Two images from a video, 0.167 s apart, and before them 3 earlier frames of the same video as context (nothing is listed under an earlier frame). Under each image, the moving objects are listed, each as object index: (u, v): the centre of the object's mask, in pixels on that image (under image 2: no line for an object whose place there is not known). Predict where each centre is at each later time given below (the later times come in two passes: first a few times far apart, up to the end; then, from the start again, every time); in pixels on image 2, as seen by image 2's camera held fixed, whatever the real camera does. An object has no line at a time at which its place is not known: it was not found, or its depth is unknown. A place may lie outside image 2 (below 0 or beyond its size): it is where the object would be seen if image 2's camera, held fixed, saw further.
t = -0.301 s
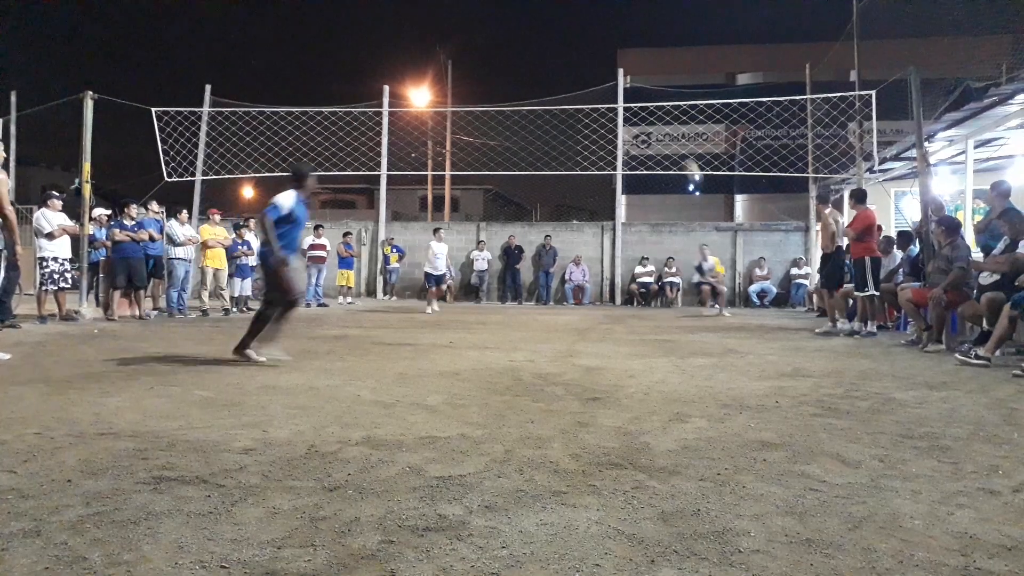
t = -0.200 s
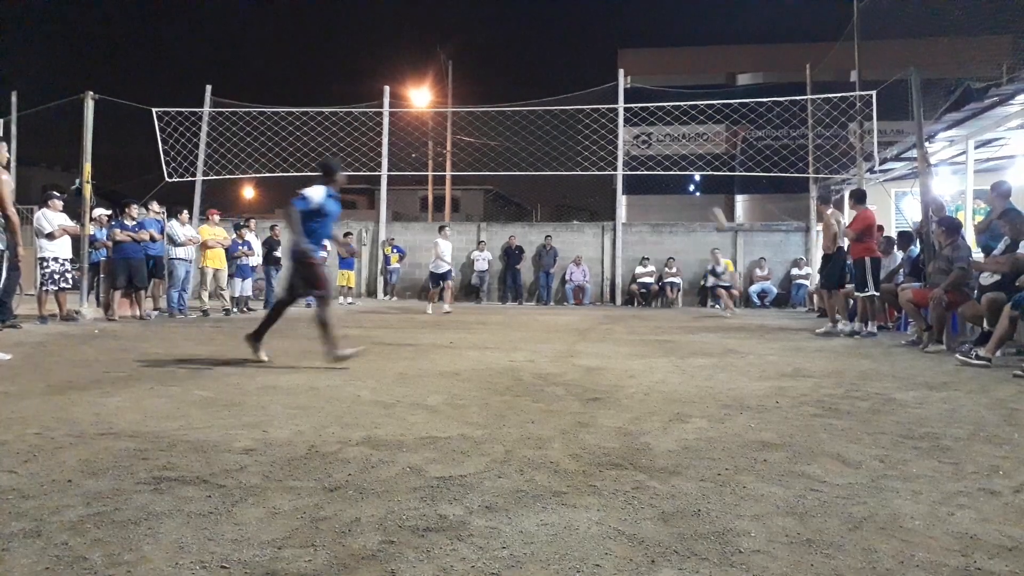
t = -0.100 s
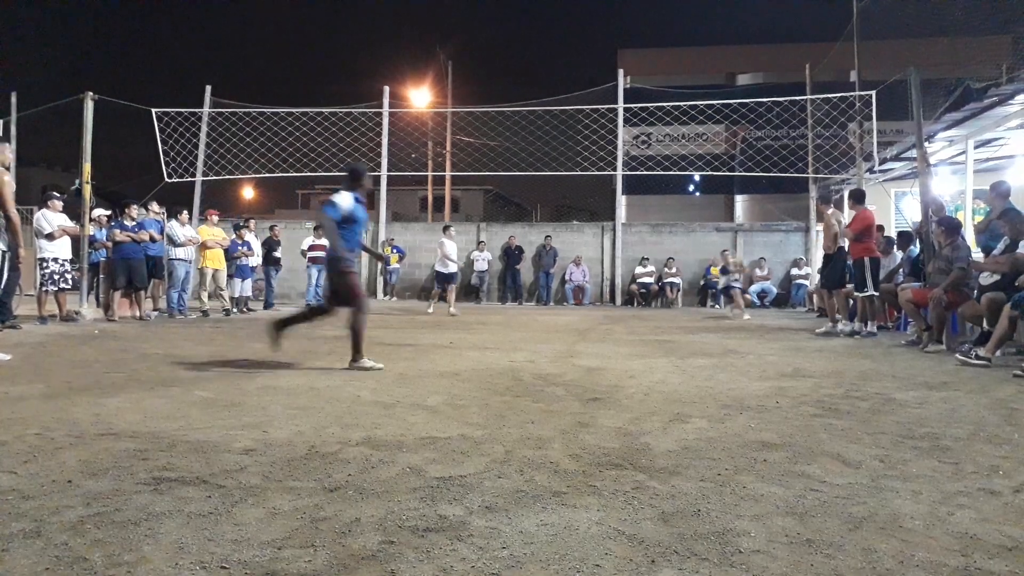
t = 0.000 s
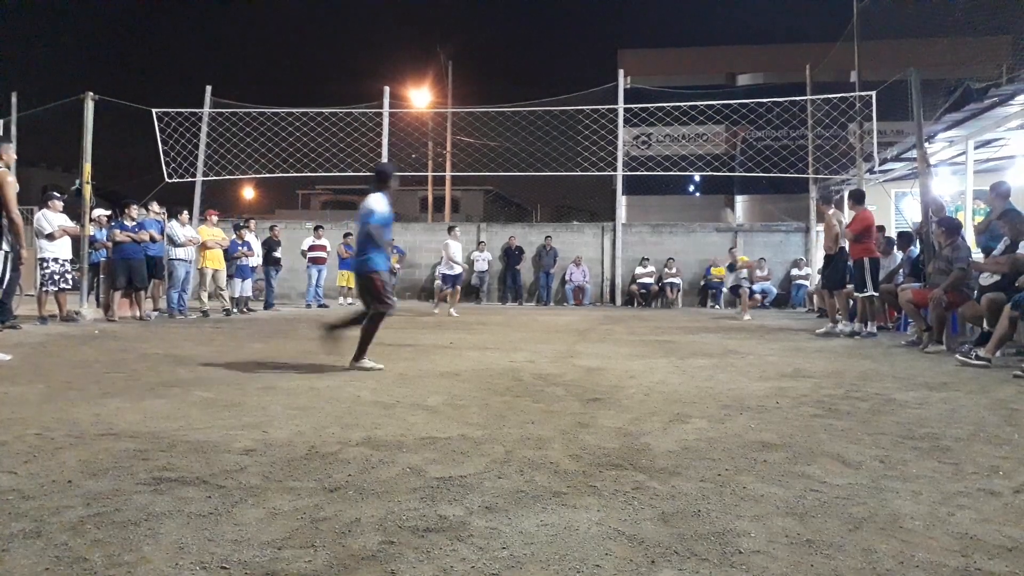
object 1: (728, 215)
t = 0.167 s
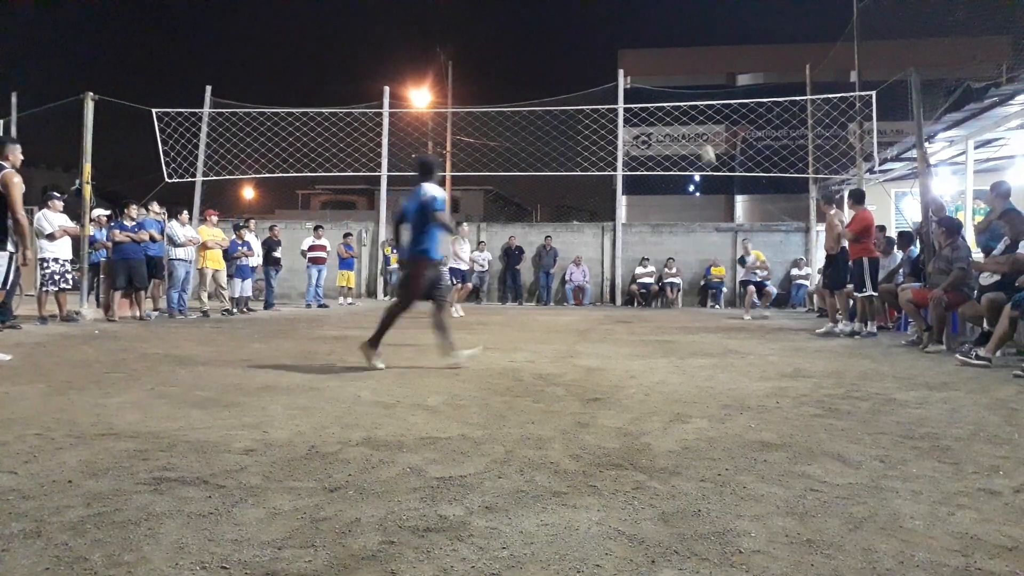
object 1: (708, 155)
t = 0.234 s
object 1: (700, 132)
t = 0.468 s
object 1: (667, 78)
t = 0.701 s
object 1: (632, 55)
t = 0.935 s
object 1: (595, 63)
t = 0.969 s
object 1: (589, 67)
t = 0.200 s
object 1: (705, 141)
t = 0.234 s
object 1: (700, 132)
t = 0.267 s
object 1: (696, 122)
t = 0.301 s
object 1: (691, 114)
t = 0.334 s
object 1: (687, 104)
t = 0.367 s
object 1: (681, 96)
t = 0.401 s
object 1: (677, 91)
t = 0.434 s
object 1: (672, 84)
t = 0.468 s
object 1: (667, 78)
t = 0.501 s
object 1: (662, 73)
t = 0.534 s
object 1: (658, 69)
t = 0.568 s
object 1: (653, 65)
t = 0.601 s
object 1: (648, 62)
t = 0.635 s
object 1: (643, 59)
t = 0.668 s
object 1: (638, 56)
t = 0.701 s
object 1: (632, 55)
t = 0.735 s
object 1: (627, 54)
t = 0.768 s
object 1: (622, 54)
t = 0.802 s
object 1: (616, 54)
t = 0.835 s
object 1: (611, 55)
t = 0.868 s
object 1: (606, 57)
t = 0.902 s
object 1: (600, 60)
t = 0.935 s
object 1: (595, 63)
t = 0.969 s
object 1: (589, 67)
